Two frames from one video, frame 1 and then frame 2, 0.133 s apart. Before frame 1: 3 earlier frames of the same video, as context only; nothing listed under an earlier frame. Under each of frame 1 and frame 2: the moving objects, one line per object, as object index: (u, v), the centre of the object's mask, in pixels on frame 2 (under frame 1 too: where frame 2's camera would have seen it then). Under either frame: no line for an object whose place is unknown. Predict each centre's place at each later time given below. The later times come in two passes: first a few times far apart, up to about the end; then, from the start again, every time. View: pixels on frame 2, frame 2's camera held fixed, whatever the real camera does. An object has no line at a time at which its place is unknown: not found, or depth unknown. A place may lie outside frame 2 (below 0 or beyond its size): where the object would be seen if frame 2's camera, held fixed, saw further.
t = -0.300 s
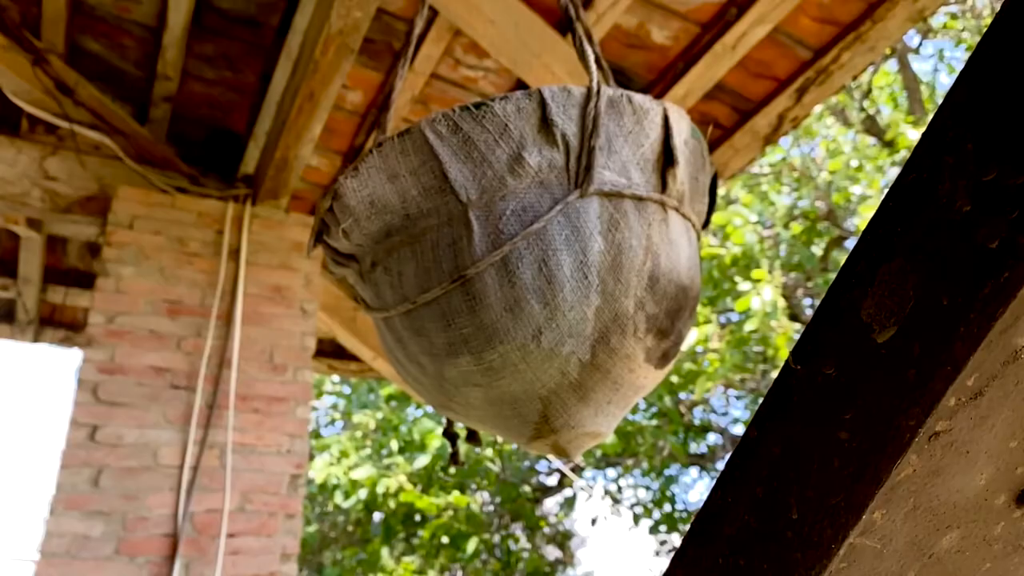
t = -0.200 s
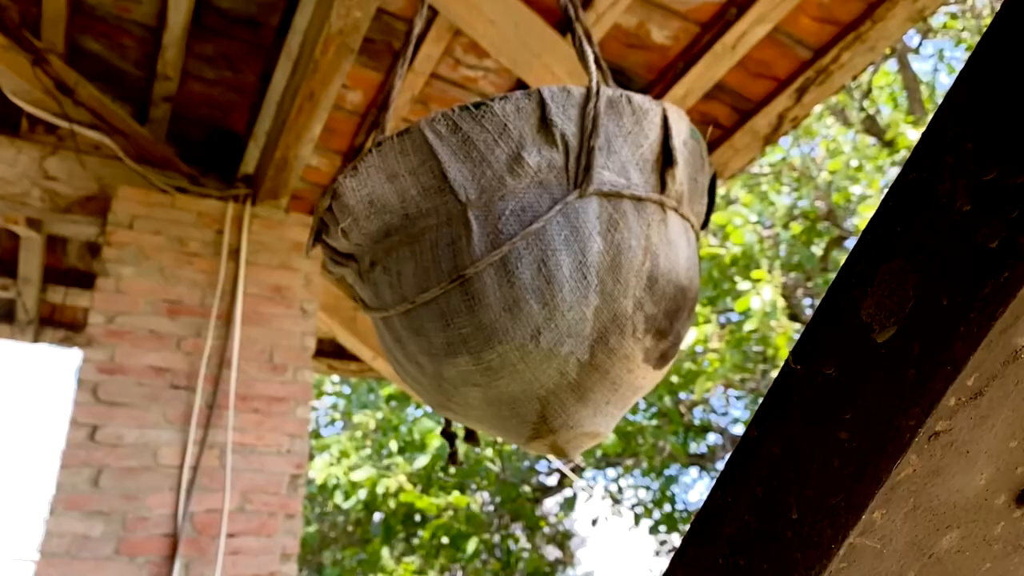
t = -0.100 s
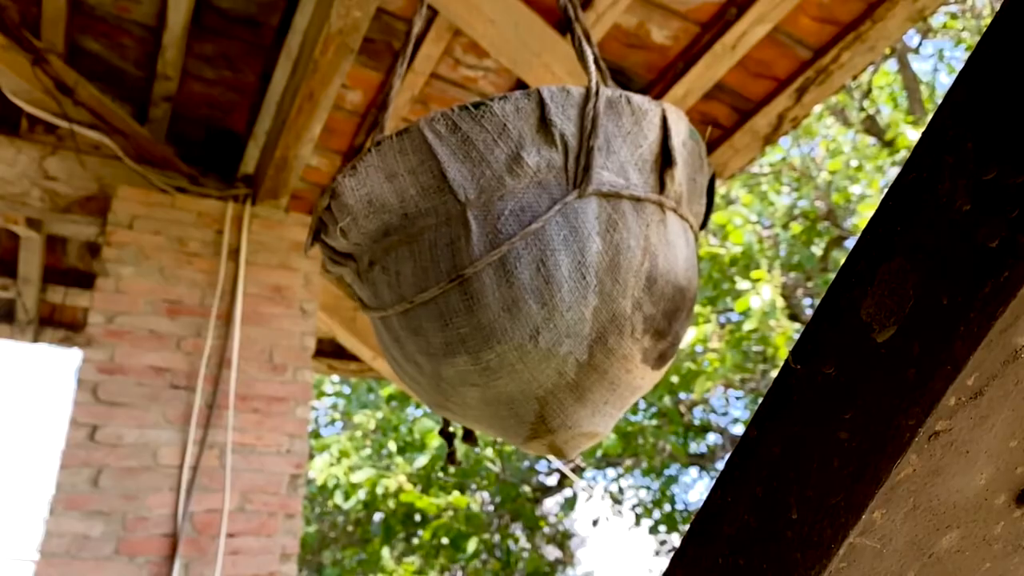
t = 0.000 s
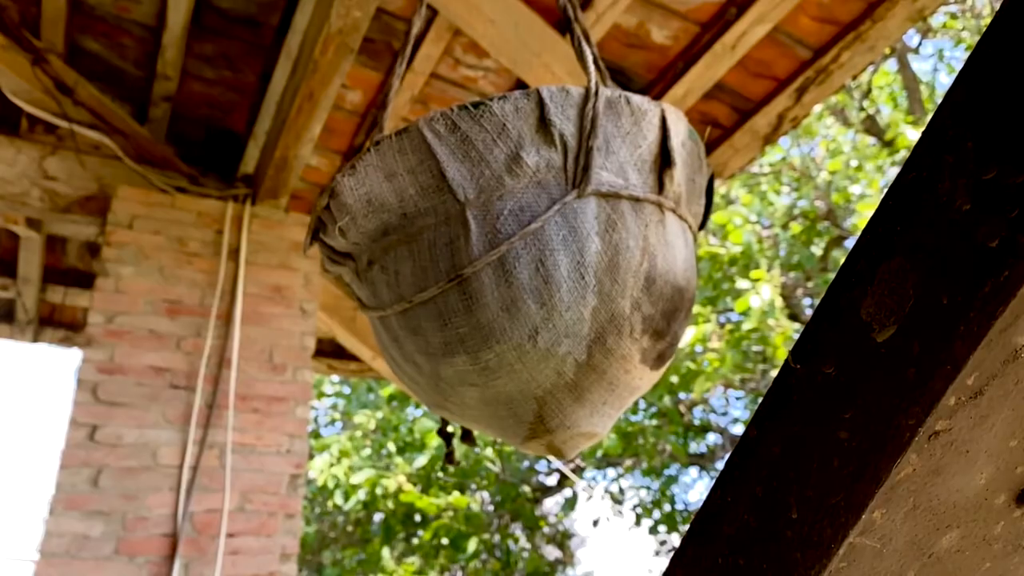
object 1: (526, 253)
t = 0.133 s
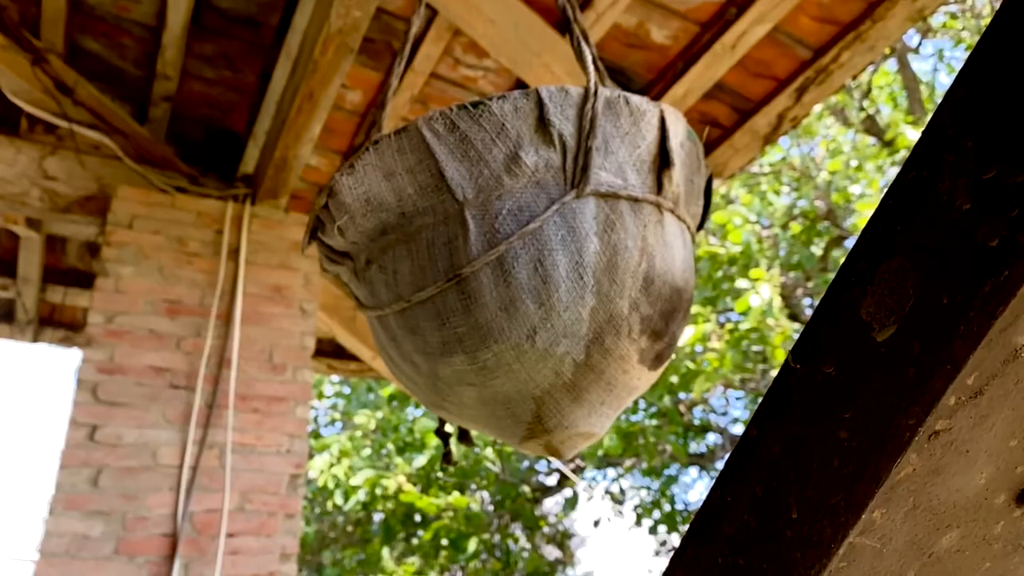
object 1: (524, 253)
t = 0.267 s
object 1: (523, 254)
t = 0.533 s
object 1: (519, 254)
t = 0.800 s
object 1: (515, 254)
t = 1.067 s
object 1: (512, 254)
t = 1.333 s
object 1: (507, 253)
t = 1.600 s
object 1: (503, 253)
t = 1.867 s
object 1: (498, 252)
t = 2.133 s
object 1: (494, 251)
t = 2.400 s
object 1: (489, 251)
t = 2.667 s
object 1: (483, 247)
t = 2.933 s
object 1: (479, 246)
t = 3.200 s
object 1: (474, 245)
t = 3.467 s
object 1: (469, 243)
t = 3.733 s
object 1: (466, 242)
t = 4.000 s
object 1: (462, 240)
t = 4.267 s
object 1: (458, 238)
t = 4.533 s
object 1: (454, 237)
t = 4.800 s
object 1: (450, 235)
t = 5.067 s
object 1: (448, 234)
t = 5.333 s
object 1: (446, 235)
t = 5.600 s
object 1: (445, 235)
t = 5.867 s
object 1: (443, 232)
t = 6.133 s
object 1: (443, 232)
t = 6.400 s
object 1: (443, 235)
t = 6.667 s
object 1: (443, 234)
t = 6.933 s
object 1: (444, 235)
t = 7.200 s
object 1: (445, 237)
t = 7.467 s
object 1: (447, 238)
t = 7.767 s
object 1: (448, 239)
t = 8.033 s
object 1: (450, 240)
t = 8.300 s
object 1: (452, 241)
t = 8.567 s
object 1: (457, 242)
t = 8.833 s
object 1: (459, 245)
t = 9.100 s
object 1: (462, 245)
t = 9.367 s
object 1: (465, 247)
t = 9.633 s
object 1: (468, 250)
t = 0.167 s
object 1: (524, 254)
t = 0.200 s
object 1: (523, 254)
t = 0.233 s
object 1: (523, 254)
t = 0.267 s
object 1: (523, 254)
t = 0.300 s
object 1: (522, 253)
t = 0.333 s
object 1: (522, 254)
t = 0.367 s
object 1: (521, 254)
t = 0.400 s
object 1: (521, 254)
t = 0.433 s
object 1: (520, 254)
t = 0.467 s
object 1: (520, 254)
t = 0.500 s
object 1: (520, 254)
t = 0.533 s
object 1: (519, 254)
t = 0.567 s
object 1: (519, 254)
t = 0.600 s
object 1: (518, 254)
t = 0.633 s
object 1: (518, 254)
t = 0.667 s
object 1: (517, 254)
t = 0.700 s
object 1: (517, 254)
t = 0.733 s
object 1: (516, 254)
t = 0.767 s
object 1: (516, 254)
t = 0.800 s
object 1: (515, 254)
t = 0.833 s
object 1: (515, 254)
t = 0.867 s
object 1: (515, 254)
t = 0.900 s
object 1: (514, 254)
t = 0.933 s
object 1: (513, 254)
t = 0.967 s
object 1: (513, 254)
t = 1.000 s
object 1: (513, 254)
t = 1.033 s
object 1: (512, 254)
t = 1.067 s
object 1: (512, 254)
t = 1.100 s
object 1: (511, 254)
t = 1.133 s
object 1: (511, 254)
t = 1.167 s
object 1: (510, 254)
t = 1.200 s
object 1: (509, 254)
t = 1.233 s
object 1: (509, 253)
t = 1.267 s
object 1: (508, 253)
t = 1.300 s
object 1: (508, 254)
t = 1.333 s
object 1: (507, 253)
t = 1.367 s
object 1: (507, 253)
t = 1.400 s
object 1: (506, 253)
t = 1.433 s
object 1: (506, 253)
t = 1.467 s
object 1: (505, 253)
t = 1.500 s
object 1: (505, 253)
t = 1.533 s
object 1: (504, 253)
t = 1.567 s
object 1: (503, 253)
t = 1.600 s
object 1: (503, 253)
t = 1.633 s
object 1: (502, 253)
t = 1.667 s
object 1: (501, 253)
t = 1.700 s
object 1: (501, 252)
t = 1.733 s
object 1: (501, 253)
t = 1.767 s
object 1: (500, 253)
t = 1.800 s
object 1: (499, 252)
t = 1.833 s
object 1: (499, 252)
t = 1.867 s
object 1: (498, 252)
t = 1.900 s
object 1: (498, 252)
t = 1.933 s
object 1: (497, 252)
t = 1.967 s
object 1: (497, 252)
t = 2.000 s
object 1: (496, 252)
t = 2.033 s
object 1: (495, 252)
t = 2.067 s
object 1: (495, 252)
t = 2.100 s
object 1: (494, 252)
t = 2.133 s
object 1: (494, 251)
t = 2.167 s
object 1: (493, 251)
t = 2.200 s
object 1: (493, 251)
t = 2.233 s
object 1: (492, 251)
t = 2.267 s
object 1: (492, 251)
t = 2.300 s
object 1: (491, 251)
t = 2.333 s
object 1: (490, 251)
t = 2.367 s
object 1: (490, 251)
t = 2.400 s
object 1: (489, 251)
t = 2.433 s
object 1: (489, 251)
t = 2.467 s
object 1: (488, 250)
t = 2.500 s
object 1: (487, 250)
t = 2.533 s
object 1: (487, 250)
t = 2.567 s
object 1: (485, 248)
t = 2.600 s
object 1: (484, 248)
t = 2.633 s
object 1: (484, 247)
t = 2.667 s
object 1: (483, 247)
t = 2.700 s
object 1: (483, 247)
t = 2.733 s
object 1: (482, 247)
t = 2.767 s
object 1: (481, 247)
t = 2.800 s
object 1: (481, 246)
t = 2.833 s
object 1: (480, 246)
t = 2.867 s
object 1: (479, 245)
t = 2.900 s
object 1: (479, 247)
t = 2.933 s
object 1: (479, 246)
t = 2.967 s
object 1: (478, 246)
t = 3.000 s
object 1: (477, 246)
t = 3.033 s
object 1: (477, 246)
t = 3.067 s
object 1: (476, 246)
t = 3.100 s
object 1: (475, 244)
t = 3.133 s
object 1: (475, 245)
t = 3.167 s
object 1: (474, 244)
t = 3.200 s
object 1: (474, 245)
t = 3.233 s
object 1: (473, 244)
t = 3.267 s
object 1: (473, 244)
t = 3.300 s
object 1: (472, 244)
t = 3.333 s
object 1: (472, 244)
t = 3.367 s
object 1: (471, 244)
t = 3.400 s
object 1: (471, 244)
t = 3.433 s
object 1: (470, 243)
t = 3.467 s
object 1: (469, 243)
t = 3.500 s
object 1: (469, 243)
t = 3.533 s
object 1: (469, 243)
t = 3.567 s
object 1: (468, 242)
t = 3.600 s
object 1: (468, 243)
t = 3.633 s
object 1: (467, 242)
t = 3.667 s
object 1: (467, 242)
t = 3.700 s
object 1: (466, 242)
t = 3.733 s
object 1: (466, 242)
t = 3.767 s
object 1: (465, 242)
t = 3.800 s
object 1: (465, 242)
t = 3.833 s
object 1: (464, 241)
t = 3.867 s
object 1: (464, 241)
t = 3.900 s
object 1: (463, 241)
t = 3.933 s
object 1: (463, 241)
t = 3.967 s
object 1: (462, 240)
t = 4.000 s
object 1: (462, 240)
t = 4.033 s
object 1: (462, 240)
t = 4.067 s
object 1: (461, 240)
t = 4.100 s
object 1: (461, 240)
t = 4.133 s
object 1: (460, 239)
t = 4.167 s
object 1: (459, 239)
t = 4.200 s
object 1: (459, 239)
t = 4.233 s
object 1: (458, 239)
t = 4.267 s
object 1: (458, 238)
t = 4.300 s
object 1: (458, 238)
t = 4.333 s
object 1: (457, 238)
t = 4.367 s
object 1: (457, 238)
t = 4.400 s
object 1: (457, 239)
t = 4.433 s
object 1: (457, 239)
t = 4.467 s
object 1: (456, 239)
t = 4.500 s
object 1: (455, 238)
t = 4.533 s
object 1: (454, 237)
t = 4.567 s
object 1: (454, 237)
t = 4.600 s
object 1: (453, 237)
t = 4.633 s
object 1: (453, 236)
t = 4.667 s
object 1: (452, 236)
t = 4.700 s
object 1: (452, 236)
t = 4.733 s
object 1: (451, 236)
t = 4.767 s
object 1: (451, 236)
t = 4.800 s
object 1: (450, 235)
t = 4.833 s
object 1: (450, 235)
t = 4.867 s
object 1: (450, 235)
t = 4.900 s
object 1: (449, 235)
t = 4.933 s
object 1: (449, 235)
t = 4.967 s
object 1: (448, 235)
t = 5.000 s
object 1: (448, 234)
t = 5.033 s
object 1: (448, 234)
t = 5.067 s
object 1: (448, 234)
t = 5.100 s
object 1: (448, 236)
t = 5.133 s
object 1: (448, 236)
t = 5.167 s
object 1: (448, 236)
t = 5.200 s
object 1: (447, 236)
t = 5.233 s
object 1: (447, 236)
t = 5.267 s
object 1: (447, 236)
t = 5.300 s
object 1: (447, 235)
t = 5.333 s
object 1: (446, 235)
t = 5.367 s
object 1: (446, 235)
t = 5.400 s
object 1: (446, 235)
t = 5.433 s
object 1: (446, 235)
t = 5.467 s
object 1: (446, 235)
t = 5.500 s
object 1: (445, 235)
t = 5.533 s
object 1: (445, 235)
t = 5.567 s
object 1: (445, 235)
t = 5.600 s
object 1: (445, 235)
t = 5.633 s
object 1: (444, 233)
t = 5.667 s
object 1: (444, 232)
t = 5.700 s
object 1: (444, 232)
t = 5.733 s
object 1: (444, 235)
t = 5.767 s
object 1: (444, 235)
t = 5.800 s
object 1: (443, 232)
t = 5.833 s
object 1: (443, 232)
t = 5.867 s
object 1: (443, 232)
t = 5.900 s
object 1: (443, 232)
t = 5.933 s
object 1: (443, 232)
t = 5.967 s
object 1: (443, 232)
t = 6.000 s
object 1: (443, 232)
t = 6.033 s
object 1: (443, 232)
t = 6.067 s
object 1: (443, 232)
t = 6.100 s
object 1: (443, 232)
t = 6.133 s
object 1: (443, 232)
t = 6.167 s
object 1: (443, 232)
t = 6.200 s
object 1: (443, 232)
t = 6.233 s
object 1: (443, 233)
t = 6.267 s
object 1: (443, 234)
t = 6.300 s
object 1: (443, 234)
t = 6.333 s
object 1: (443, 234)
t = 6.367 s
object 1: (443, 234)
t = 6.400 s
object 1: (443, 235)
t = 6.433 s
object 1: (443, 235)
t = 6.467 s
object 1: (442, 234)
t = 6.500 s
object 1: (442, 234)
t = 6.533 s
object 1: (442, 234)
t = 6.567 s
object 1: (443, 235)
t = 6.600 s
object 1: (442, 234)
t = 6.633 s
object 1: (443, 234)
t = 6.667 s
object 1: (443, 234)
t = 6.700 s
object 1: (443, 234)
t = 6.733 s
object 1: (443, 234)
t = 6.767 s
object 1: (443, 234)
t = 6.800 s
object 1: (443, 234)
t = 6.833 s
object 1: (443, 234)
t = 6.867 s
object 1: (444, 235)
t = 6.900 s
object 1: (444, 235)
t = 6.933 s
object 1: (444, 235)
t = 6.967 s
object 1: (444, 235)
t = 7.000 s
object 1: (443, 235)
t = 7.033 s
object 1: (443, 236)
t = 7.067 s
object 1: (443, 235)
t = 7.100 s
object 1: (443, 237)
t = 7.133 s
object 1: (443, 237)
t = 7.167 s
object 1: (445, 237)
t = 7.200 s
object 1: (445, 237)
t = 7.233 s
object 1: (445, 237)
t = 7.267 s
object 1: (447, 239)
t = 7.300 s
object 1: (446, 237)
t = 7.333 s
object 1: (446, 237)
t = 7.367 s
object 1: (446, 238)
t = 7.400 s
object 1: (446, 238)
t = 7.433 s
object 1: (445, 237)
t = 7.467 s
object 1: (447, 238)
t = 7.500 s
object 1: (447, 238)
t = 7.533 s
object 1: (446, 238)
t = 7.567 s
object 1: (446, 238)
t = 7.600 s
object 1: (446, 238)
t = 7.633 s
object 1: (446, 239)
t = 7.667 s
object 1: (448, 238)
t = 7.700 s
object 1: (449, 238)
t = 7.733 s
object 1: (448, 239)
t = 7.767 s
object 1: (448, 239)
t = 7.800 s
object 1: (448, 239)
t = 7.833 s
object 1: (448, 239)
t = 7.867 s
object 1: (449, 240)
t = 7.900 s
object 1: (449, 240)
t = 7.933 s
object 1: (450, 240)
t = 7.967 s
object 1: (450, 240)
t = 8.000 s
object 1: (450, 240)
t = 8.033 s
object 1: (450, 240)
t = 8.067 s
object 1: (451, 240)
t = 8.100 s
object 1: (451, 241)
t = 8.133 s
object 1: (451, 241)
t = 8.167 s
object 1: (452, 241)
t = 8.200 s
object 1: (452, 241)
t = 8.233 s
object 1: (452, 241)
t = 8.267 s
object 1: (453, 241)
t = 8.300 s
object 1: (452, 241)
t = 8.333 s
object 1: (454, 241)
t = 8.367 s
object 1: (455, 241)
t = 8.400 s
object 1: (455, 241)
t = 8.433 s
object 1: (456, 241)
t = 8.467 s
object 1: (456, 242)
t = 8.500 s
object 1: (456, 242)
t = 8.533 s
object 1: (457, 242)
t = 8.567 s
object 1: (457, 242)
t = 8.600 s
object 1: (457, 242)
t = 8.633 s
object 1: (457, 243)
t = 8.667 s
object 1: (458, 243)
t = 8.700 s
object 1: (458, 244)
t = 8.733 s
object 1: (458, 244)
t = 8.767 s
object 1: (458, 244)
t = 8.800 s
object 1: (459, 245)
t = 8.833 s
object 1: (459, 245)
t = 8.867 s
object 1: (459, 245)
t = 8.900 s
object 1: (460, 245)
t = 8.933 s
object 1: (460, 245)
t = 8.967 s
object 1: (460, 246)
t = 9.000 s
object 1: (461, 245)
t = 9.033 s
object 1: (462, 245)
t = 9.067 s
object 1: (462, 245)
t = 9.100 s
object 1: (462, 245)
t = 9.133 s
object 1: (463, 246)
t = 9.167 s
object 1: (463, 246)
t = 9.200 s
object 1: (463, 246)
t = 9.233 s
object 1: (464, 246)
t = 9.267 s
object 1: (464, 247)
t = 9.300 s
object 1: (465, 247)
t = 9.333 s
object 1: (465, 247)
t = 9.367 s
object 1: (465, 247)
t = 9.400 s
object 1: (466, 247)
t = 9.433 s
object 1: (466, 249)
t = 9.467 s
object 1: (468, 252)
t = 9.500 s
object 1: (468, 252)
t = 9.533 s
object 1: (469, 252)
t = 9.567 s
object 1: (467, 250)
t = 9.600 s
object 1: (468, 250)
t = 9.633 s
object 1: (468, 250)
